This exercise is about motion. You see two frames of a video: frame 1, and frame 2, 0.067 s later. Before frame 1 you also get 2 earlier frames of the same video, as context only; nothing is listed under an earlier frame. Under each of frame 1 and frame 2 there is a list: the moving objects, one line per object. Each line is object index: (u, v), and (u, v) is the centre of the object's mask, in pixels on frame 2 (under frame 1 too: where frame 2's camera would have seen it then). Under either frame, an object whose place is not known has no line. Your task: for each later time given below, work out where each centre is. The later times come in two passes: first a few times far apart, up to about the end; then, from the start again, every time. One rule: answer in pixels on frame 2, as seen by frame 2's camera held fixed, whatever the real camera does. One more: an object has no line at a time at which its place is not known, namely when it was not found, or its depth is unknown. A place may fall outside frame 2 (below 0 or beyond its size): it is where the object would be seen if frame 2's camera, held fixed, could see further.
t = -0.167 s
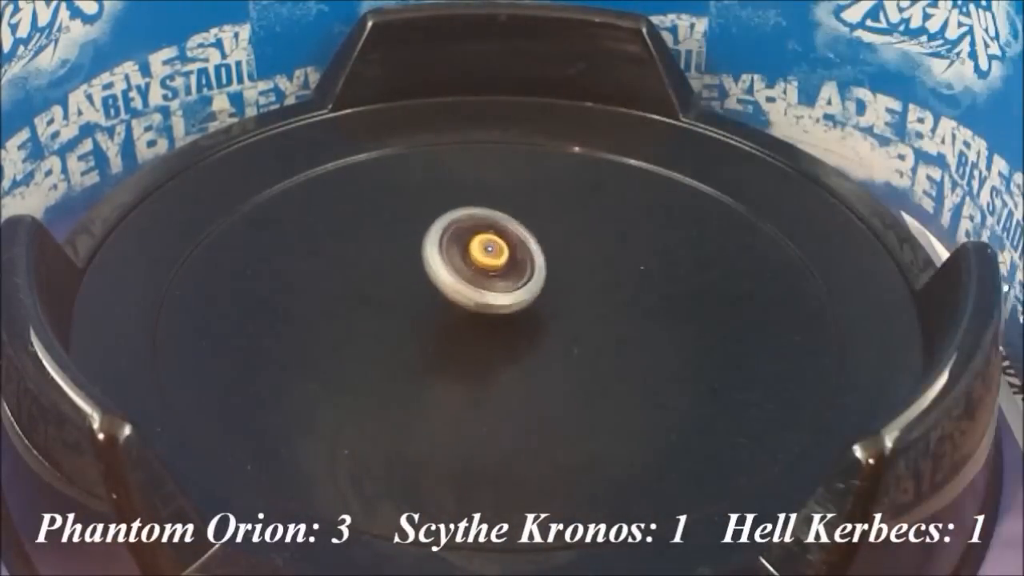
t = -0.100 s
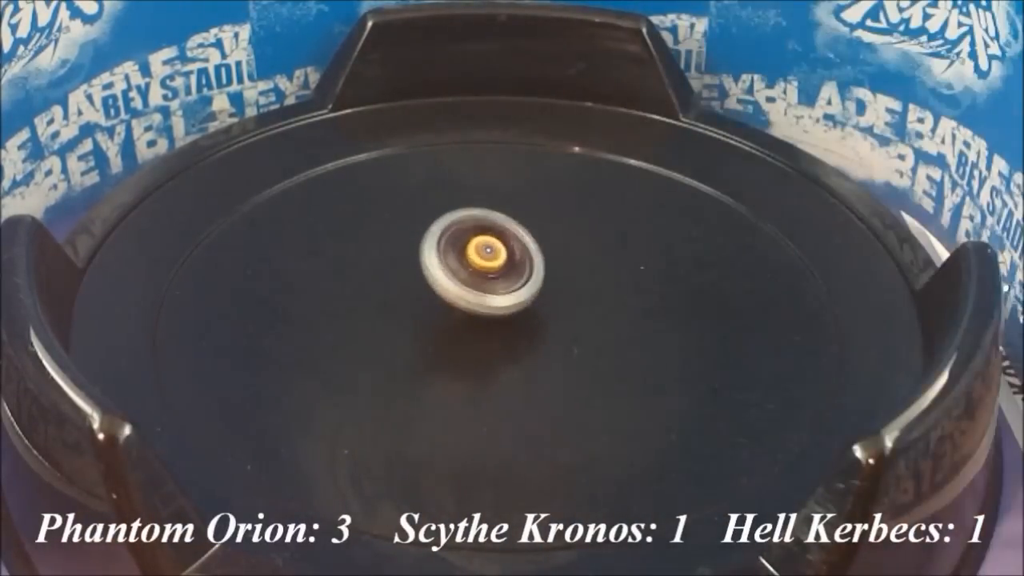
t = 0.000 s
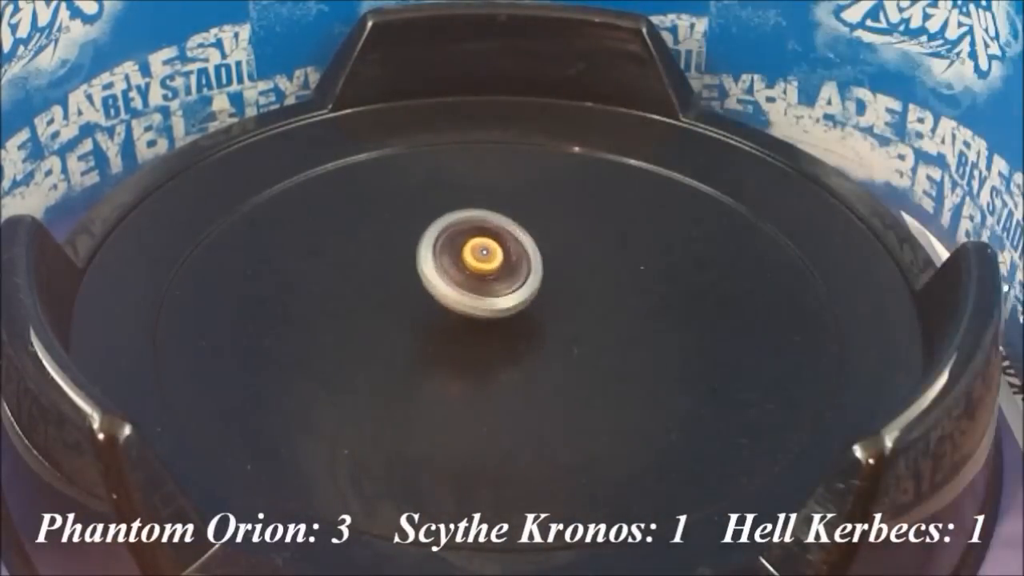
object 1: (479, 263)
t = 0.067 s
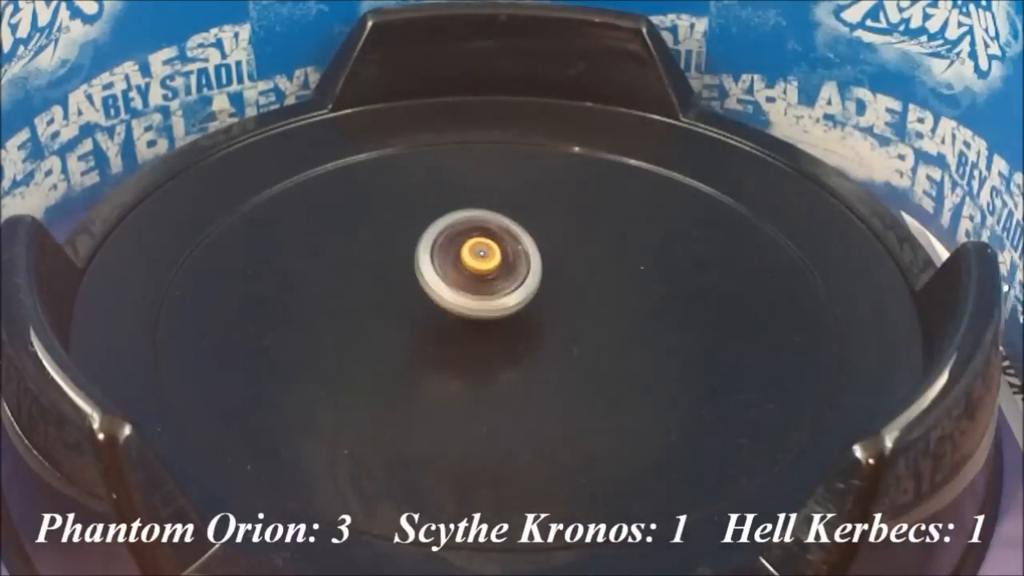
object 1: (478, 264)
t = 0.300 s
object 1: (481, 266)
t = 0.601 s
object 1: (497, 271)
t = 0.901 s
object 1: (543, 287)
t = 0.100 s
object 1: (478, 264)
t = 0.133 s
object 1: (478, 265)
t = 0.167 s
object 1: (479, 265)
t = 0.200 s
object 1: (479, 265)
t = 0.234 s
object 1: (479, 265)
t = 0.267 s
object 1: (479, 265)
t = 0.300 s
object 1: (481, 266)
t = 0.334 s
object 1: (484, 267)
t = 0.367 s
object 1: (486, 267)
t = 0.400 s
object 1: (487, 268)
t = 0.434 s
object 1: (489, 268)
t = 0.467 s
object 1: (490, 269)
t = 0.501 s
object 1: (492, 270)
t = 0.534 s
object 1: (493, 270)
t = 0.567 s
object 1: (495, 270)
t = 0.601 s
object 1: (497, 271)
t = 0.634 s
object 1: (500, 272)
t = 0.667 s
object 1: (503, 273)
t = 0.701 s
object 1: (506, 275)
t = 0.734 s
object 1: (510, 276)
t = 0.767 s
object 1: (515, 278)
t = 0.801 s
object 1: (521, 280)
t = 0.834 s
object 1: (528, 282)
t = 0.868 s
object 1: (535, 284)
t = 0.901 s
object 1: (543, 287)
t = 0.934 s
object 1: (549, 288)
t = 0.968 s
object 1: (555, 290)
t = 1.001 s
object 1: (559, 291)
